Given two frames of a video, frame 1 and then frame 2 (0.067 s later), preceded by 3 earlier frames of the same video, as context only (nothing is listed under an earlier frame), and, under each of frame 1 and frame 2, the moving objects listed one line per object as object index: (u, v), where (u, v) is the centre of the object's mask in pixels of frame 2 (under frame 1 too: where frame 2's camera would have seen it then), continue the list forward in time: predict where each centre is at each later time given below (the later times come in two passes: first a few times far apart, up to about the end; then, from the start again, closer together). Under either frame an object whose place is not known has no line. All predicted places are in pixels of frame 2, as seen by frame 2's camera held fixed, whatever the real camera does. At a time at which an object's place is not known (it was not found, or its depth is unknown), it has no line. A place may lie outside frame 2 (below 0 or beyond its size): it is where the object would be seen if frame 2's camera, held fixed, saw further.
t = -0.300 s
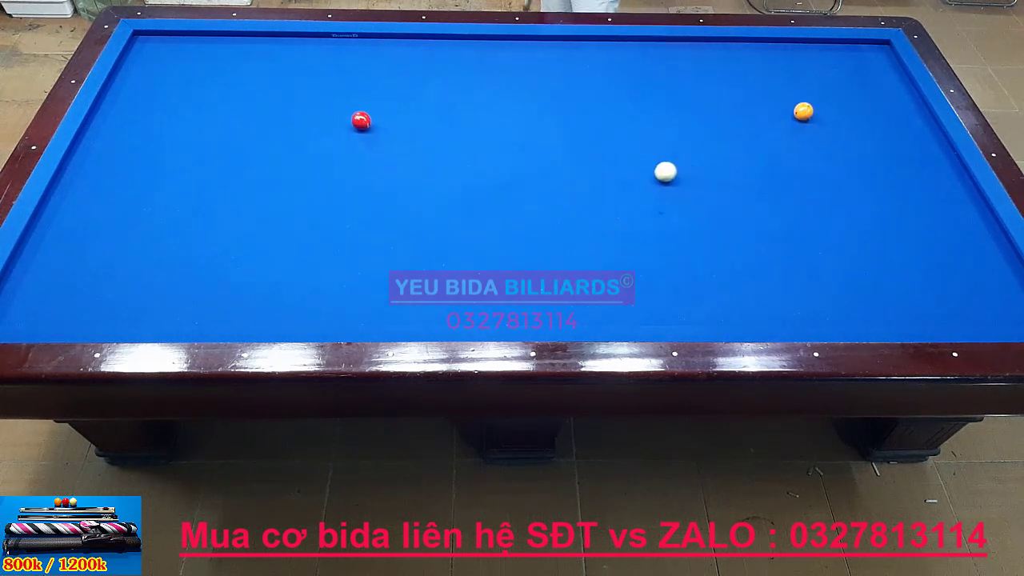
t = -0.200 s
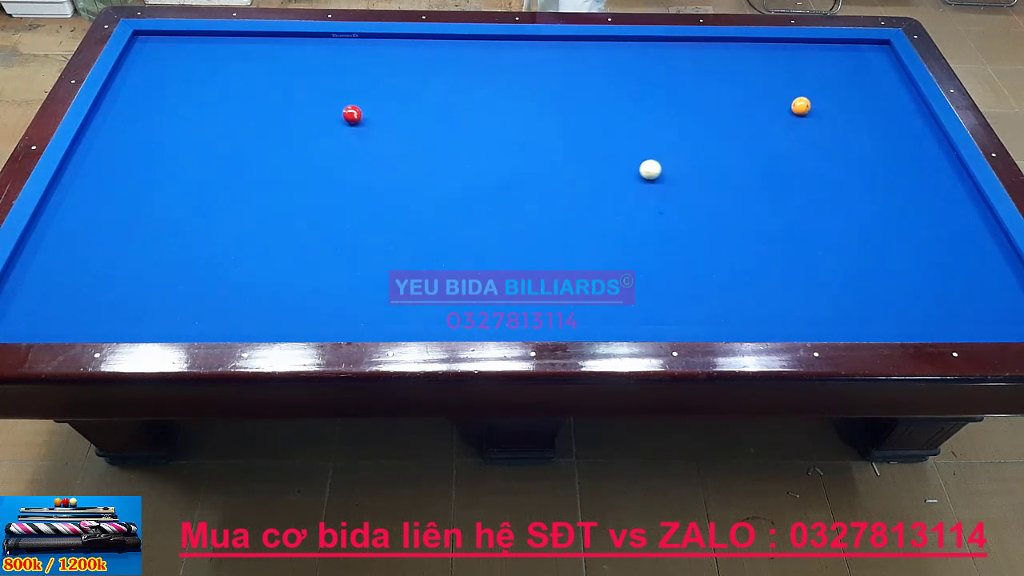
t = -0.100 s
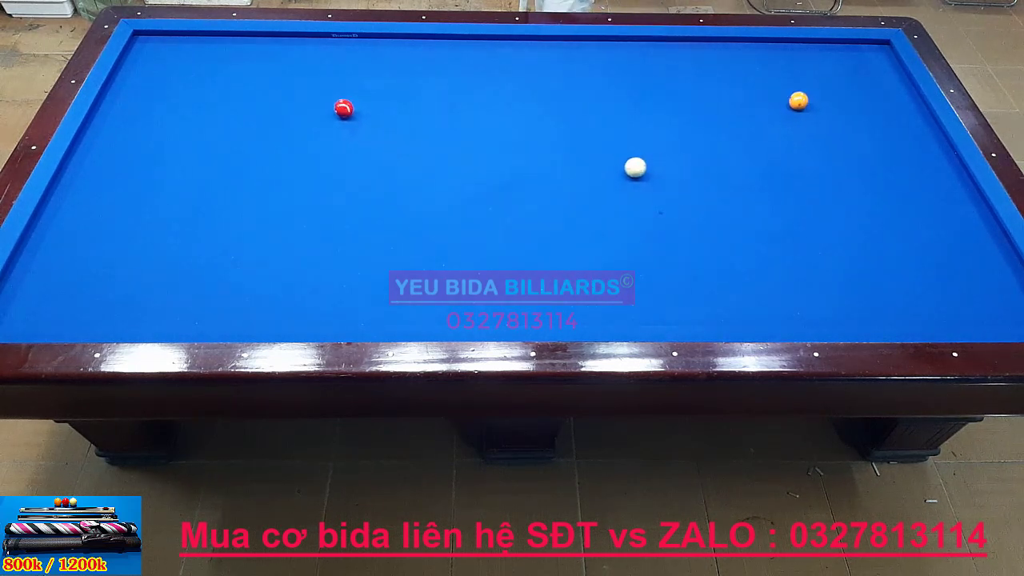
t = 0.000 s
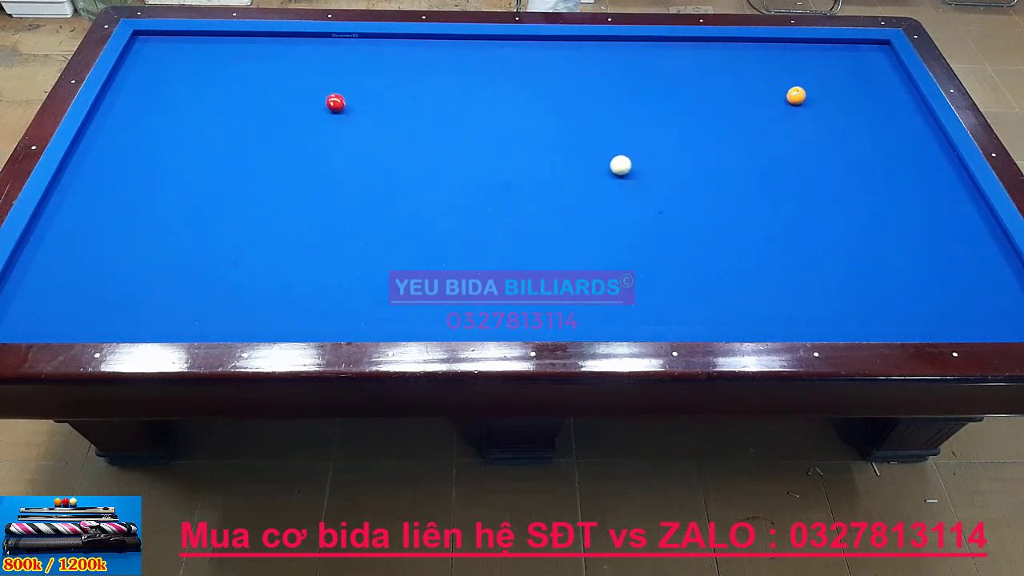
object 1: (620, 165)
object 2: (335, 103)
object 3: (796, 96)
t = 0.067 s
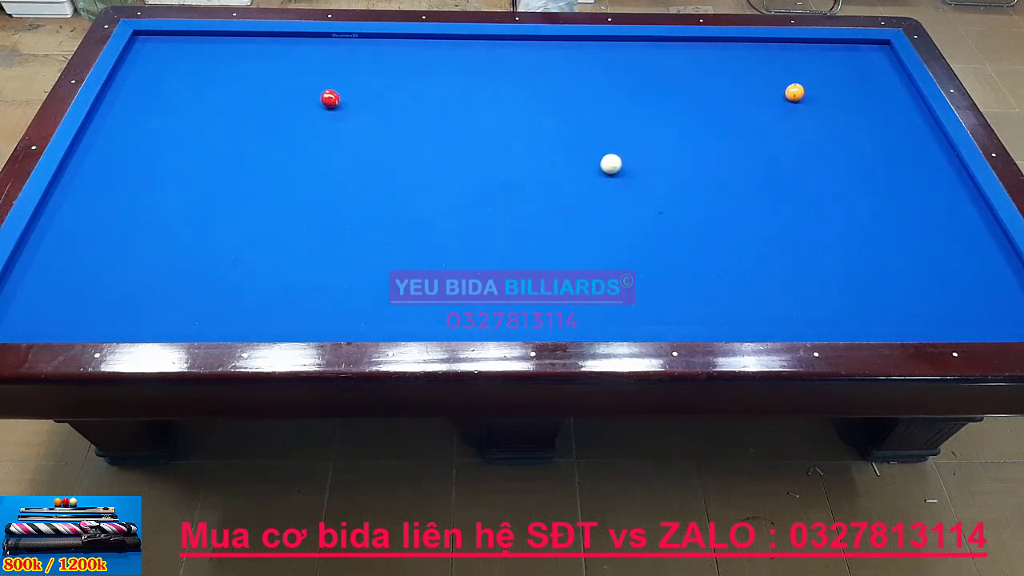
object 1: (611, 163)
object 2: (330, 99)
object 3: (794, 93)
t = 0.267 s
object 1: (582, 159)
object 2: (314, 88)
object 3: (790, 83)
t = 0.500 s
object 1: (550, 154)
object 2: (297, 76)
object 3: (785, 73)
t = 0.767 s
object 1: (515, 149)
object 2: (279, 63)
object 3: (780, 62)
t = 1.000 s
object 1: (486, 145)
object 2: (264, 52)
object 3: (776, 53)
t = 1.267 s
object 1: (453, 140)
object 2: (248, 41)
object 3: (772, 44)
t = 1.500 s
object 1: (426, 136)
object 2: (235, 38)
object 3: (773, 46)
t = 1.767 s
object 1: (396, 131)
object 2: (220, 43)
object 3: (775, 51)
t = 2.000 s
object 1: (370, 127)
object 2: (208, 48)
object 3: (777, 55)
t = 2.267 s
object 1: (343, 122)
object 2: (194, 53)
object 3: (779, 59)
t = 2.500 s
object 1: (319, 119)
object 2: (184, 56)
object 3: (780, 63)
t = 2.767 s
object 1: (294, 115)
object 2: (172, 61)
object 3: (782, 66)
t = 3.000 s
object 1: (274, 111)
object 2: (162, 64)
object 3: (784, 69)
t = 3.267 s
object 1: (251, 108)
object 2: (152, 68)
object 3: (785, 72)
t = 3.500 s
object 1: (232, 105)
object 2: (143, 71)
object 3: (786, 74)
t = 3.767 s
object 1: (212, 102)
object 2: (134, 75)
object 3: (787, 76)
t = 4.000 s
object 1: (195, 99)
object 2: (128, 77)
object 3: (787, 78)
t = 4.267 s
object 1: (177, 97)
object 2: (120, 80)
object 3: (787, 79)
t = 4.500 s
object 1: (162, 95)
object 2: (115, 82)
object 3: (787, 79)
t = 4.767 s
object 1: (146, 93)
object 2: (113, 84)
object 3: (787, 79)
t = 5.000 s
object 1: (133, 91)
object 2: (114, 85)
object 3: (787, 79)
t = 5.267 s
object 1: (125, 92)
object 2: (111, 83)
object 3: (787, 79)
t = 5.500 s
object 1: (122, 94)
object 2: (114, 81)
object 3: (787, 79)
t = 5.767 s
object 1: (119, 95)
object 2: (118, 81)
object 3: (787, 79)
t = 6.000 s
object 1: (118, 96)
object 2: (120, 81)
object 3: (787, 79)
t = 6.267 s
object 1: (117, 97)
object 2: (121, 82)
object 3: (787, 78)
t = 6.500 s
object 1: (116, 97)
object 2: (121, 82)
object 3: (787, 78)
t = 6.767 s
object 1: (116, 98)
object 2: (121, 82)
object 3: (787, 79)
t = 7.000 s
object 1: (116, 98)
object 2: (121, 82)
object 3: (787, 79)
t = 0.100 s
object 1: (606, 163)
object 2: (327, 97)
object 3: (794, 91)
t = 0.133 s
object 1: (601, 162)
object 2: (324, 95)
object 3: (793, 89)
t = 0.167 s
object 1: (596, 161)
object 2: (322, 93)
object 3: (792, 88)
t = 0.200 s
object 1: (591, 161)
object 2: (319, 92)
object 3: (791, 86)
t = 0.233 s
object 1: (587, 160)
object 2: (317, 90)
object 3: (791, 84)
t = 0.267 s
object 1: (582, 159)
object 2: (314, 88)
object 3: (790, 83)
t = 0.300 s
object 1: (578, 158)
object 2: (312, 86)
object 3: (789, 81)
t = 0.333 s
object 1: (573, 158)
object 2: (309, 85)
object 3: (788, 80)
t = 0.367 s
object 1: (568, 157)
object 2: (307, 83)
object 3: (788, 78)
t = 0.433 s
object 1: (559, 156)
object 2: (302, 79)
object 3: (786, 76)
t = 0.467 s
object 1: (555, 155)
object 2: (300, 78)
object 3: (785, 74)
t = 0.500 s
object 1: (550, 154)
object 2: (297, 76)
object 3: (785, 73)
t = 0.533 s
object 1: (546, 154)
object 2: (295, 74)
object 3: (784, 71)
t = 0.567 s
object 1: (541, 153)
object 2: (292, 72)
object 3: (783, 70)
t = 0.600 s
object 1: (537, 152)
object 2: (290, 71)
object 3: (783, 68)
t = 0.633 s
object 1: (533, 152)
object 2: (288, 69)
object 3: (782, 67)
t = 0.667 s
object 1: (528, 151)
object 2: (286, 68)
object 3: (782, 66)
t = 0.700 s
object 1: (524, 150)
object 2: (283, 66)
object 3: (781, 64)
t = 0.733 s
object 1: (519, 150)
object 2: (281, 64)
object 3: (780, 63)
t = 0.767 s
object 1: (515, 149)
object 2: (279, 63)
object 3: (780, 62)
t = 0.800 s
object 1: (511, 148)
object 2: (277, 61)
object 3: (779, 60)
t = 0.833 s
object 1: (507, 148)
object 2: (274, 60)
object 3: (779, 59)
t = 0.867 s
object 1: (503, 147)
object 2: (272, 58)
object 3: (778, 58)
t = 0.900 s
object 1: (498, 146)
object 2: (270, 57)
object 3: (777, 57)
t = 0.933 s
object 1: (494, 146)
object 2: (268, 55)
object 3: (777, 55)
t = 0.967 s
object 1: (490, 145)
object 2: (266, 54)
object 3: (777, 54)
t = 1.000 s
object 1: (486, 145)
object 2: (264, 52)
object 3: (776, 53)
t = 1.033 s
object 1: (481, 144)
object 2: (262, 51)
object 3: (776, 52)
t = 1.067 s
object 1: (478, 143)
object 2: (260, 49)
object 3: (775, 51)
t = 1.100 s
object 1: (473, 143)
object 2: (258, 48)
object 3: (775, 49)
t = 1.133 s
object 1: (469, 142)
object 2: (256, 46)
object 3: (774, 48)
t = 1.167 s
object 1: (465, 141)
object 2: (254, 45)
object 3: (773, 47)
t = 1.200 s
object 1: (461, 141)
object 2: (252, 44)
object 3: (773, 46)
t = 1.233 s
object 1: (457, 140)
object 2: (250, 42)
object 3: (772, 45)
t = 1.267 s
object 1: (453, 140)
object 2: (248, 41)
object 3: (772, 44)
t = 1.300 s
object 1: (449, 139)
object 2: (246, 39)
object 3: (771, 43)
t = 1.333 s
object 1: (445, 138)
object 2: (244, 39)
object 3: (771, 43)
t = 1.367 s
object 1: (441, 138)
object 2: (242, 37)
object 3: (772, 43)
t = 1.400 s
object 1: (438, 137)
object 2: (240, 36)
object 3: (772, 44)
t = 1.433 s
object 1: (434, 137)
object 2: (239, 37)
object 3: (772, 45)
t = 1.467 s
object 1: (430, 136)
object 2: (237, 38)
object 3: (773, 45)
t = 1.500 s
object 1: (426, 136)
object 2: (235, 38)
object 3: (773, 46)
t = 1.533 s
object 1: (422, 135)
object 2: (233, 39)
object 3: (773, 47)
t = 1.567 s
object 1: (418, 134)
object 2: (231, 39)
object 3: (774, 47)
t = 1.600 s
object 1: (414, 134)
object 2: (229, 40)
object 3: (774, 48)
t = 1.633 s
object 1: (411, 133)
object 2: (227, 41)
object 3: (774, 49)
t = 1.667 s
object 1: (407, 132)
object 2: (225, 41)
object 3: (774, 49)
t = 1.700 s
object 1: (403, 132)
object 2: (224, 42)
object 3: (774, 50)
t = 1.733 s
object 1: (400, 131)
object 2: (222, 42)
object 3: (775, 50)
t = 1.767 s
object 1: (396, 131)
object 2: (220, 43)
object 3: (775, 51)
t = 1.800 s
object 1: (392, 130)
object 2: (218, 44)
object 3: (775, 52)
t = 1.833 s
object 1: (389, 130)
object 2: (216, 44)
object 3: (775, 52)
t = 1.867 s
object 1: (385, 129)
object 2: (215, 45)
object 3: (776, 53)
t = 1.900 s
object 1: (381, 129)
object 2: (213, 46)
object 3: (776, 53)
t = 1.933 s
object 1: (378, 128)
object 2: (211, 46)
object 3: (776, 54)
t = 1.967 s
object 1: (374, 128)
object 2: (209, 47)
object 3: (776, 54)
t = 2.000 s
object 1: (370, 127)
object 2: (208, 48)
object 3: (777, 55)
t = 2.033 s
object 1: (367, 126)
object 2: (206, 48)
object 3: (777, 56)
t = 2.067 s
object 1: (364, 126)
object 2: (204, 49)
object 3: (777, 56)
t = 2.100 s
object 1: (360, 125)
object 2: (203, 49)
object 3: (777, 57)
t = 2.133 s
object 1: (356, 124)
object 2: (201, 50)
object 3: (778, 57)
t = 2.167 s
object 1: (353, 124)
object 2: (199, 50)
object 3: (778, 58)
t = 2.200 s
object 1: (350, 123)
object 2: (198, 51)
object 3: (778, 58)
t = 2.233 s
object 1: (346, 123)
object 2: (196, 52)
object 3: (778, 59)
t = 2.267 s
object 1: (343, 122)
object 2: (194, 53)
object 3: (779, 59)
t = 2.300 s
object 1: (339, 122)
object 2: (193, 53)
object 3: (779, 60)
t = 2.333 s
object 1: (336, 121)
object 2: (191, 53)
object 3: (779, 60)
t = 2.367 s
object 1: (333, 121)
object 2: (190, 54)
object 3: (779, 61)
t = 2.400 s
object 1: (330, 120)
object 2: (188, 55)
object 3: (780, 62)
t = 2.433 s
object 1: (326, 120)
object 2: (187, 55)
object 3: (780, 62)
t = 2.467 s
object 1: (323, 119)
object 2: (185, 56)
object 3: (780, 62)
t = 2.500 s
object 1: (319, 119)
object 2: (184, 56)
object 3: (780, 63)
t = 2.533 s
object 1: (317, 118)
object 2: (182, 57)
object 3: (780, 63)
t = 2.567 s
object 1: (313, 118)
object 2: (180, 57)
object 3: (781, 64)
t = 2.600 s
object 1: (310, 117)
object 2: (179, 58)
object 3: (781, 64)
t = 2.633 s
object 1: (307, 117)
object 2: (178, 58)
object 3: (781, 65)
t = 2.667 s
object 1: (304, 116)
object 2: (176, 59)
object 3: (781, 65)
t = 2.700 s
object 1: (301, 116)
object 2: (175, 60)
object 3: (782, 66)
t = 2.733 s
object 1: (297, 115)
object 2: (173, 60)
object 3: (782, 66)
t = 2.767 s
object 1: (294, 115)
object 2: (172, 61)
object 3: (782, 66)
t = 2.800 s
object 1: (291, 114)
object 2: (170, 61)
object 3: (782, 67)
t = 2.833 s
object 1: (288, 114)
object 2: (169, 62)
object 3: (783, 67)
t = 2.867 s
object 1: (285, 113)
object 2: (167, 62)
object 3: (783, 67)
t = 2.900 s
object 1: (282, 113)
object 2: (166, 63)
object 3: (783, 68)
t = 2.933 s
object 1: (279, 112)
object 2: (165, 63)
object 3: (783, 68)
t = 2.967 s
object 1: (276, 112)
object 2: (163, 64)
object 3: (783, 69)
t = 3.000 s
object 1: (274, 111)
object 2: (162, 64)
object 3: (784, 69)
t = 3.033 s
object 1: (271, 111)
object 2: (161, 65)
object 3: (784, 70)
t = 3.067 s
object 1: (268, 111)
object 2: (159, 65)
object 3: (784, 70)
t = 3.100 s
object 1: (265, 110)
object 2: (158, 66)
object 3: (784, 70)
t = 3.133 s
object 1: (262, 109)
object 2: (157, 66)
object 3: (784, 71)
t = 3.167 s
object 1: (259, 109)
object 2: (155, 67)
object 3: (784, 71)
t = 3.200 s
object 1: (256, 109)
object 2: (154, 67)
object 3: (785, 71)
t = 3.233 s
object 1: (253, 108)
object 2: (153, 68)
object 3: (785, 72)
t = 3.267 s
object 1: (251, 108)
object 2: (152, 68)
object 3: (785, 72)
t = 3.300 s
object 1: (248, 107)
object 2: (151, 69)
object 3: (785, 72)
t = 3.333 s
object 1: (245, 107)
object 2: (149, 69)
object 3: (785, 73)
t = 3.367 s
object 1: (243, 106)
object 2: (148, 70)
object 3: (785, 73)
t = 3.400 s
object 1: (240, 106)
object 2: (147, 70)
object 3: (785, 73)
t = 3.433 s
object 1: (237, 106)
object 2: (146, 70)
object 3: (786, 73)
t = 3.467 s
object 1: (234, 105)
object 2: (144, 71)
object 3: (786, 74)
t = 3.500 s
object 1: (232, 105)
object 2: (143, 71)
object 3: (786, 74)
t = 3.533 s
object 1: (229, 104)
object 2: (142, 72)
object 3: (786, 74)
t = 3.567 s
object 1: (227, 104)
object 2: (141, 72)
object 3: (786, 75)
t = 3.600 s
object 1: (224, 104)
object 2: (140, 73)
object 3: (786, 75)
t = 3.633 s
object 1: (222, 104)
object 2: (139, 73)
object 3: (786, 75)
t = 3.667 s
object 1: (219, 103)
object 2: (137, 74)
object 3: (787, 75)
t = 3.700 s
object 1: (217, 103)
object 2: (136, 74)
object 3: (787, 76)
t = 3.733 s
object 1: (214, 102)
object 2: (135, 75)
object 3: (787, 76)
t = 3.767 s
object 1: (212, 102)
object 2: (134, 75)
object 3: (787, 76)
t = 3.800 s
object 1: (209, 101)
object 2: (133, 75)
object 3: (787, 76)
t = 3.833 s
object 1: (207, 101)
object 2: (133, 76)
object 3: (787, 76)
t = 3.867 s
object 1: (204, 101)
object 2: (131, 76)
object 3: (787, 77)
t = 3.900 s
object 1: (202, 100)
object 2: (130, 76)
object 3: (787, 77)
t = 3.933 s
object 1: (200, 100)
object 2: (129, 77)
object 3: (787, 77)
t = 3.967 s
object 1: (197, 100)
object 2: (128, 77)
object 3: (787, 77)
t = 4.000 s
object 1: (195, 99)
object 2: (128, 77)
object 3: (787, 78)
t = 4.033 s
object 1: (193, 99)
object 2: (127, 78)
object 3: (787, 78)
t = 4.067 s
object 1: (190, 99)
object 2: (126, 78)
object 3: (787, 78)
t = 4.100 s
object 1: (188, 98)
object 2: (125, 79)
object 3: (787, 78)
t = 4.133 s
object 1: (186, 98)
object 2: (124, 79)
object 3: (787, 78)
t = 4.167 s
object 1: (183, 98)
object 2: (123, 79)
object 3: (787, 78)
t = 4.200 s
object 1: (181, 97)
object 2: (122, 79)
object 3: (787, 78)
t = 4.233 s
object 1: (179, 97)
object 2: (121, 80)
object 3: (787, 78)
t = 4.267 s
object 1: (177, 97)
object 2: (120, 80)
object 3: (787, 79)
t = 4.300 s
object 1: (175, 96)
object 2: (120, 80)
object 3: (787, 79)
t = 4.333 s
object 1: (172, 96)
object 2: (119, 81)
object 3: (787, 79)
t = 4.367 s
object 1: (170, 96)
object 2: (118, 81)
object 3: (787, 79)
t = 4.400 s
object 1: (168, 96)
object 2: (117, 82)
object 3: (787, 79)
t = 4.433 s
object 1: (166, 95)
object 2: (116, 82)
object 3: (787, 79)
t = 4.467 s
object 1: (164, 95)
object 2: (116, 82)
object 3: (787, 79)
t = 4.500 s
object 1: (162, 95)
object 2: (115, 82)
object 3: (787, 79)
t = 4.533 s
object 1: (160, 95)
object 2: (114, 83)
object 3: (787, 79)
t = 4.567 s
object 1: (158, 94)
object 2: (113, 83)
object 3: (787, 79)
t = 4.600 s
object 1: (156, 94)
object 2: (113, 83)
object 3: (787, 79)
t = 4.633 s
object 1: (154, 94)
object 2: (113, 84)
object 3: (787, 79)
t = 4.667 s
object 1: (152, 94)
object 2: (113, 84)
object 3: (787, 79)
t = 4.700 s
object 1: (150, 93)
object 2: (113, 84)
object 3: (787, 79)
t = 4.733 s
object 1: (148, 93)
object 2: (113, 84)
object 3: (787, 79)
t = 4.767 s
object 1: (146, 93)
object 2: (113, 84)
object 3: (787, 79)
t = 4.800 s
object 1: (144, 93)
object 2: (113, 85)
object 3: (787, 79)
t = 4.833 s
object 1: (142, 92)
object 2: (114, 85)
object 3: (787, 79)
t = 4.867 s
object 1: (140, 92)
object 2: (114, 85)
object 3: (787, 79)
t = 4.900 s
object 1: (138, 92)
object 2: (114, 85)
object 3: (787, 79)
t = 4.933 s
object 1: (136, 92)
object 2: (114, 85)
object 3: (787, 79)
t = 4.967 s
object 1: (135, 92)
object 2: (114, 85)
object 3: (787, 79)
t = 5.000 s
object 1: (133, 91)
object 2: (114, 85)
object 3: (787, 79)
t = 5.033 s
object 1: (131, 91)
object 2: (114, 85)
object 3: (787, 79)
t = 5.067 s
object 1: (129, 91)
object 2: (113, 85)
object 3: (787, 79)
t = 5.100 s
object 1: (128, 91)
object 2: (113, 85)
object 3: (787, 79)
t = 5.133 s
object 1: (127, 91)
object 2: (112, 84)
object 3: (787, 79)
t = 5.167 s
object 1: (127, 91)
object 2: (112, 84)
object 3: (787, 79)
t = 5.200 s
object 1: (126, 91)
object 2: (111, 84)
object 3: (787, 79)
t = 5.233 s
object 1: (126, 92)
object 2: (111, 84)
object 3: (787, 79)
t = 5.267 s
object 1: (125, 92)
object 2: (111, 83)
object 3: (787, 79)
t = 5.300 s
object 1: (125, 92)
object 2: (111, 83)
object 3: (787, 79)
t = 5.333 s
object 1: (124, 92)
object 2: (112, 83)
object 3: (787, 79)
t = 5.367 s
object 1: (124, 93)
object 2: (112, 82)
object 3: (787, 79)
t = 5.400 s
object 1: (123, 93)
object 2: (113, 82)
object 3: (787, 79)
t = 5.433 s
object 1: (123, 93)
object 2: (113, 82)
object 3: (787, 79)
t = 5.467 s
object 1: (122, 93)
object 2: (114, 81)
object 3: (787, 79)
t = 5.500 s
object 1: (122, 94)
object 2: (114, 81)
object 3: (787, 79)
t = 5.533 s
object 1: (122, 94)
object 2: (115, 81)
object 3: (787, 79)
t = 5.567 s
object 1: (121, 94)
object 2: (115, 81)
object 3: (787, 79)
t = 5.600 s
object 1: (121, 94)
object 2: (116, 81)
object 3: (787, 79)
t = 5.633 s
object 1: (121, 94)
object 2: (116, 81)
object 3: (787, 79)
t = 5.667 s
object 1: (120, 95)
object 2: (116, 81)
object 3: (787, 79)
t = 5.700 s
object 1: (120, 95)
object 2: (117, 81)
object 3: (787, 79)
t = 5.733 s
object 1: (120, 95)
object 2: (117, 81)
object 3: (787, 79)
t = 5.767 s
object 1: (119, 95)
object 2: (118, 81)
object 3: (787, 79)
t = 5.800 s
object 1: (119, 95)
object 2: (118, 81)
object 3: (787, 79)
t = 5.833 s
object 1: (119, 95)
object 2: (119, 81)
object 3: (787, 79)
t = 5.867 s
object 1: (119, 95)
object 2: (119, 81)
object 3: (787, 79)
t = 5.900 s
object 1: (118, 96)
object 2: (119, 81)
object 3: (787, 79)
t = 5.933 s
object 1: (118, 96)
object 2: (120, 81)
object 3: (787, 79)
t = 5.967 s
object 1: (118, 96)
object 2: (120, 81)
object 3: (787, 79)
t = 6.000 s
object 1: (118, 96)
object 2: (120, 81)
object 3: (787, 79)
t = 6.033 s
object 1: (118, 96)
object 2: (120, 81)
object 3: (787, 79)
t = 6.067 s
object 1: (118, 96)
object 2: (120, 82)
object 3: (787, 79)
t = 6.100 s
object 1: (117, 96)
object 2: (120, 82)
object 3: (787, 79)
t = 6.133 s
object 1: (117, 97)
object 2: (121, 82)
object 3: (787, 79)
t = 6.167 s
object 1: (117, 97)
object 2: (121, 82)
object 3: (787, 78)
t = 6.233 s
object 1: (117, 97)
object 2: (121, 82)
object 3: (787, 79)
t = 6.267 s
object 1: (117, 97)
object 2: (121, 82)
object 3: (787, 78)
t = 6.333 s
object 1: (116, 97)
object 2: (121, 82)
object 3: (787, 79)
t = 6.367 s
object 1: (117, 97)
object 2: (121, 82)
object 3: (787, 78)
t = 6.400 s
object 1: (116, 97)
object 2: (121, 82)
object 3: (787, 79)
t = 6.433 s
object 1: (116, 97)
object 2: (121, 82)
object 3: (787, 78)
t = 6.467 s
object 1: (116, 97)
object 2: (121, 82)
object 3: (787, 79)
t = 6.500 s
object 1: (116, 97)
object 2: (121, 82)
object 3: (787, 78)
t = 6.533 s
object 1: (116, 97)
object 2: (121, 82)
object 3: (787, 78)
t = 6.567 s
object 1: (116, 98)
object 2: (121, 82)
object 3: (787, 78)
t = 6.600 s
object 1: (116, 98)
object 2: (121, 82)
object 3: (787, 79)
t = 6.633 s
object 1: (116, 97)
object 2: (121, 82)
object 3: (787, 79)
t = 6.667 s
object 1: (116, 98)
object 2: (121, 82)
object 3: (787, 79)
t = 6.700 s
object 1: (116, 98)
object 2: (121, 82)
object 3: (787, 79)
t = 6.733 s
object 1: (116, 98)
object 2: (121, 82)
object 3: (787, 79)
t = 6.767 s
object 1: (116, 98)
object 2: (121, 82)
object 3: (787, 79)
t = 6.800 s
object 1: (116, 98)
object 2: (121, 82)
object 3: (787, 78)
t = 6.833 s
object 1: (116, 98)
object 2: (121, 82)
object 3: (787, 79)
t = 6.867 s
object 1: (116, 98)
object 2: (121, 82)
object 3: (787, 79)
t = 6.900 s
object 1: (116, 98)
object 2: (121, 82)
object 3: (787, 79)
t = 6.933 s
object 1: (116, 98)
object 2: (121, 82)
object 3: (787, 78)
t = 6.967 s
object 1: (116, 97)
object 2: (121, 82)
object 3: (787, 79)
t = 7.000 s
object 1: (116, 98)
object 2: (121, 82)
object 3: (787, 79)
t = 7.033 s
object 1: (116, 98)
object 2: (121, 82)
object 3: (787, 79)
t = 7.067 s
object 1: (116, 98)
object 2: (121, 82)
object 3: (787, 79)
